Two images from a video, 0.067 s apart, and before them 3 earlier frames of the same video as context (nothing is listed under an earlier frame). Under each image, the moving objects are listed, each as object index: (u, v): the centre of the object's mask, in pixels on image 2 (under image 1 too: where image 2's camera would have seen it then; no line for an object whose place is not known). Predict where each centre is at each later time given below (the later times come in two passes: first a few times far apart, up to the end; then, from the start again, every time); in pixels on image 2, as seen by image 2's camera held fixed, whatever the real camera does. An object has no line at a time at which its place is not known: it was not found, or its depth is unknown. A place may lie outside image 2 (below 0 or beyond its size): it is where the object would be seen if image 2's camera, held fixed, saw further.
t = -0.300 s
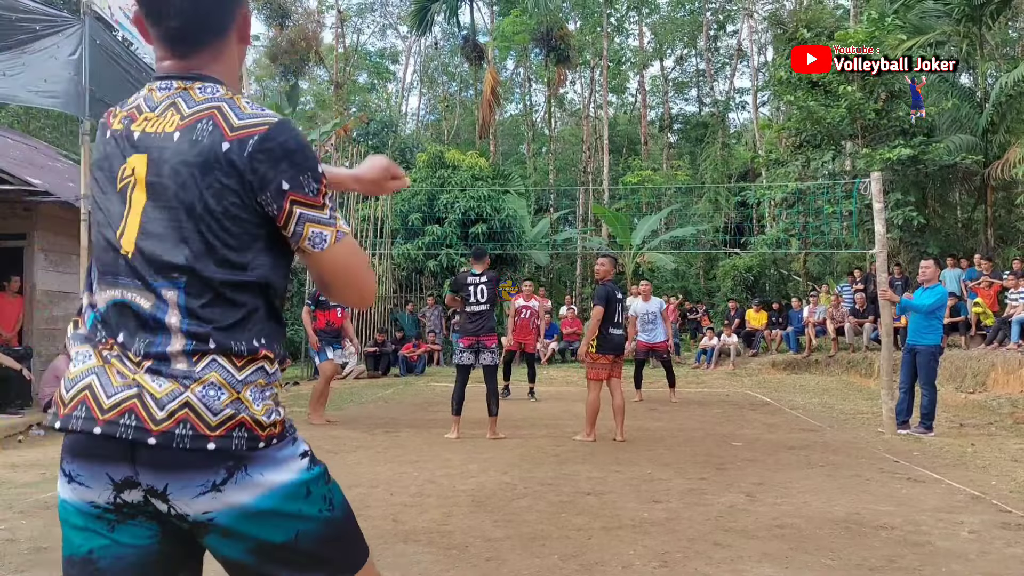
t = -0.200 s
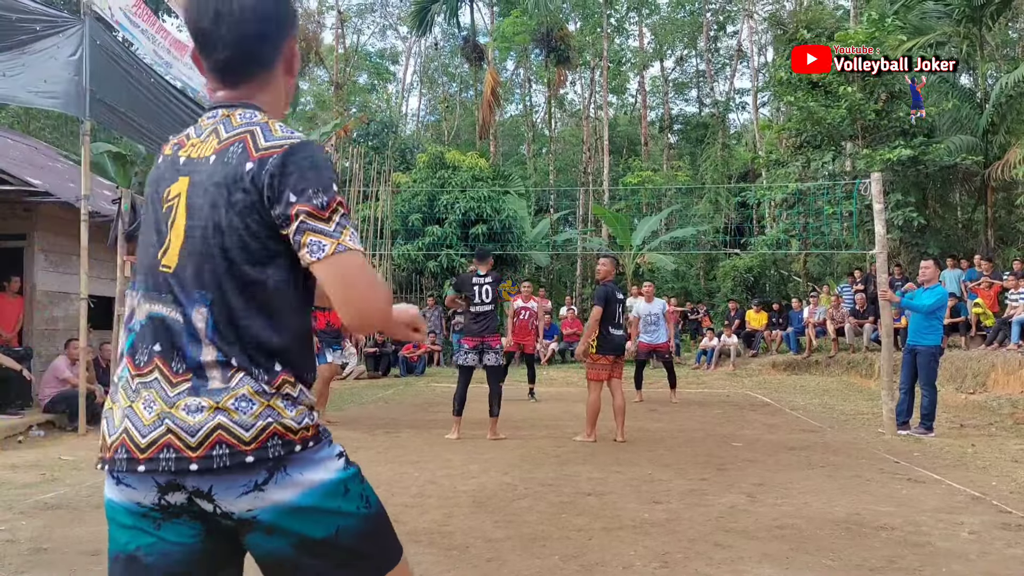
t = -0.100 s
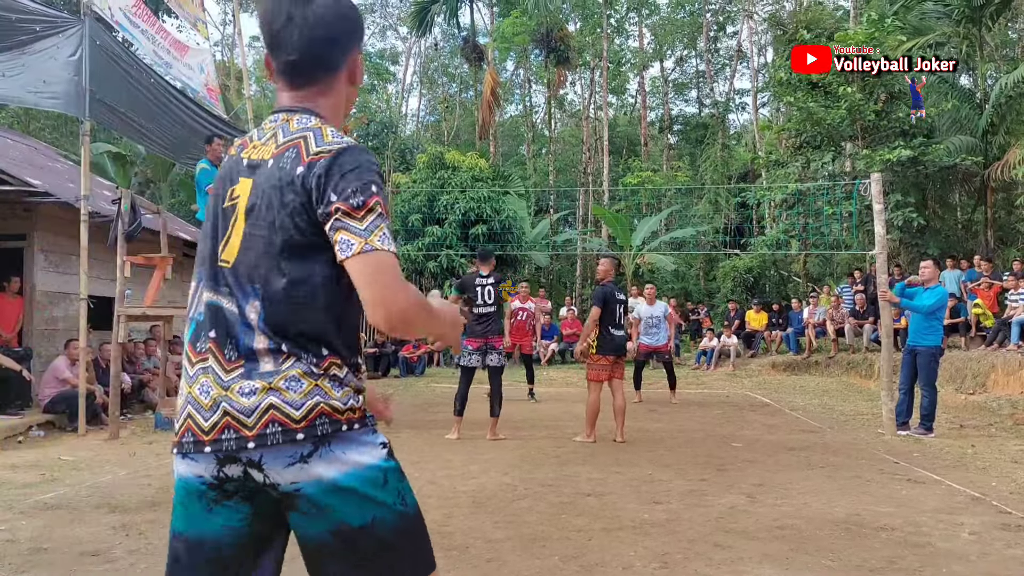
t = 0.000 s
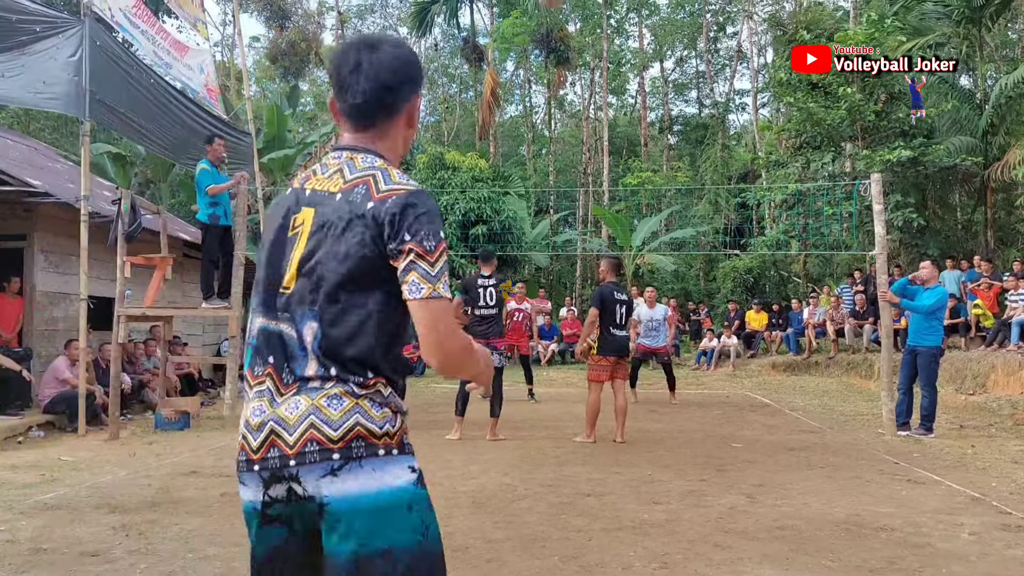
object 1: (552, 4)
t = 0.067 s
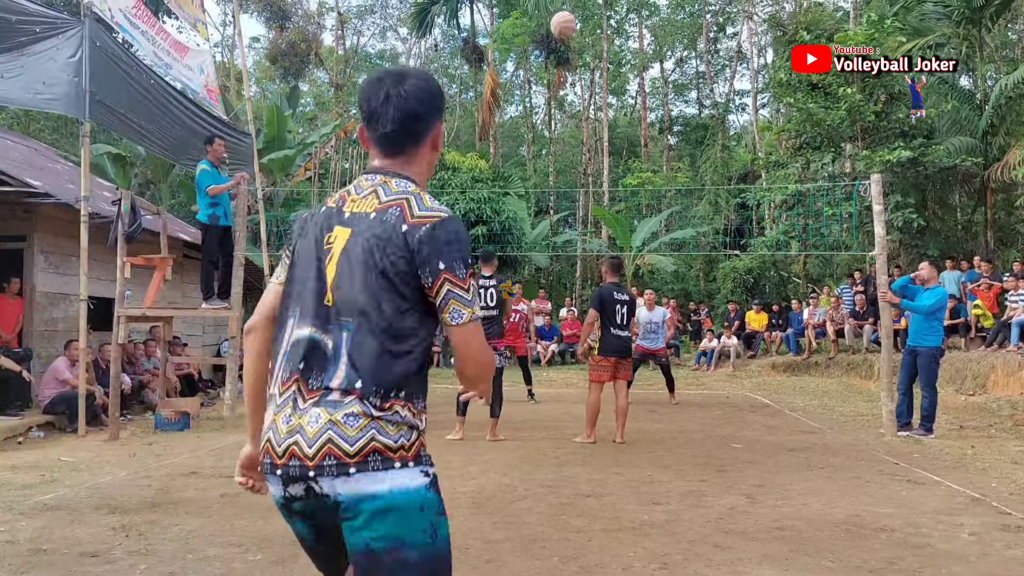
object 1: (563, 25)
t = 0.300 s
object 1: (589, 133)
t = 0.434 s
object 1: (598, 194)
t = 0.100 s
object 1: (568, 41)
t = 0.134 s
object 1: (572, 56)
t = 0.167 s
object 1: (577, 72)
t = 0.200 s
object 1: (580, 86)
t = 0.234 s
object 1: (583, 102)
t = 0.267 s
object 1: (587, 117)
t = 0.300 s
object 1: (589, 133)
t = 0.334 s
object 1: (591, 147)
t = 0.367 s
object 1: (594, 162)
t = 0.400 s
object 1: (596, 178)
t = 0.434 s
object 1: (598, 194)
